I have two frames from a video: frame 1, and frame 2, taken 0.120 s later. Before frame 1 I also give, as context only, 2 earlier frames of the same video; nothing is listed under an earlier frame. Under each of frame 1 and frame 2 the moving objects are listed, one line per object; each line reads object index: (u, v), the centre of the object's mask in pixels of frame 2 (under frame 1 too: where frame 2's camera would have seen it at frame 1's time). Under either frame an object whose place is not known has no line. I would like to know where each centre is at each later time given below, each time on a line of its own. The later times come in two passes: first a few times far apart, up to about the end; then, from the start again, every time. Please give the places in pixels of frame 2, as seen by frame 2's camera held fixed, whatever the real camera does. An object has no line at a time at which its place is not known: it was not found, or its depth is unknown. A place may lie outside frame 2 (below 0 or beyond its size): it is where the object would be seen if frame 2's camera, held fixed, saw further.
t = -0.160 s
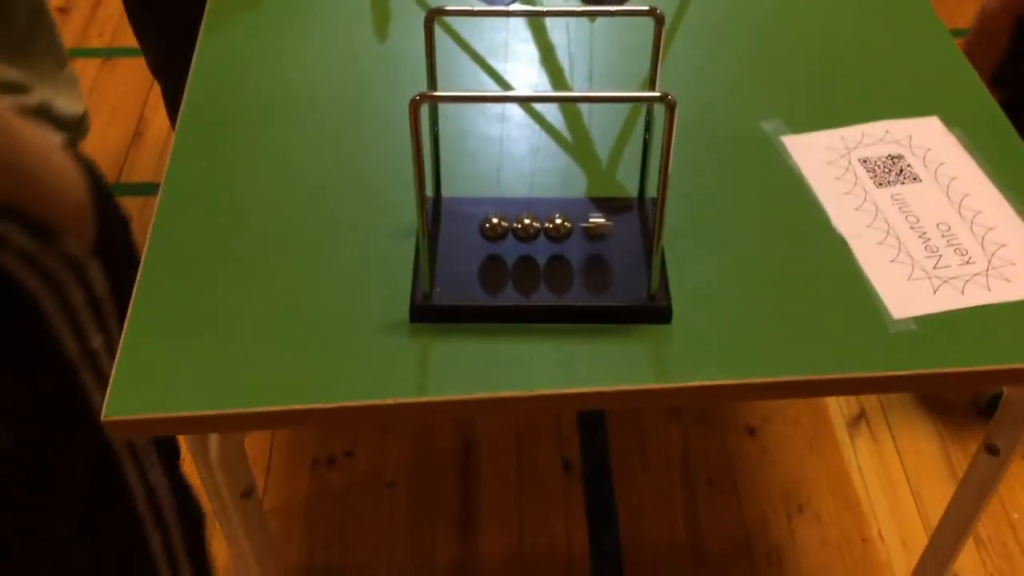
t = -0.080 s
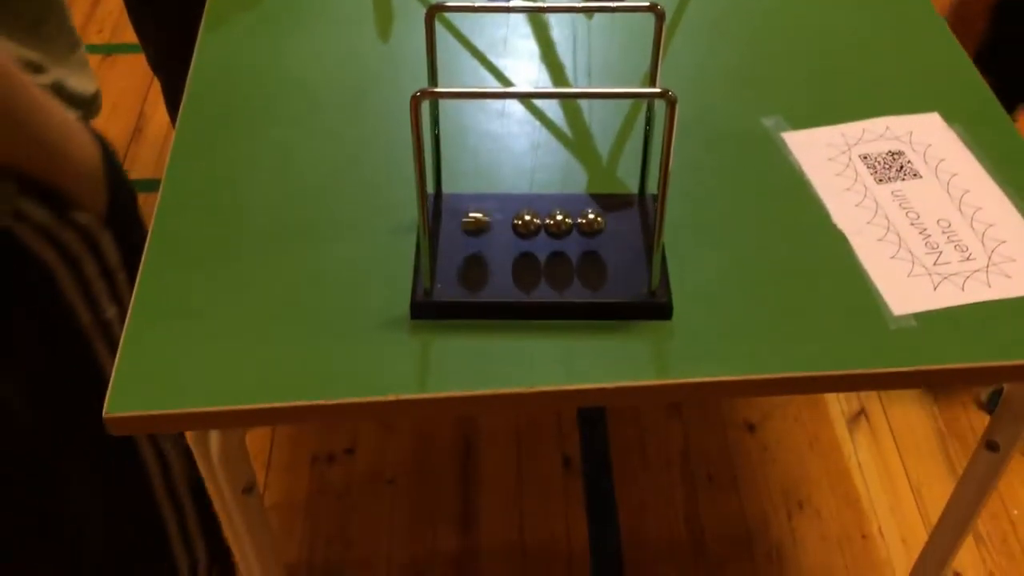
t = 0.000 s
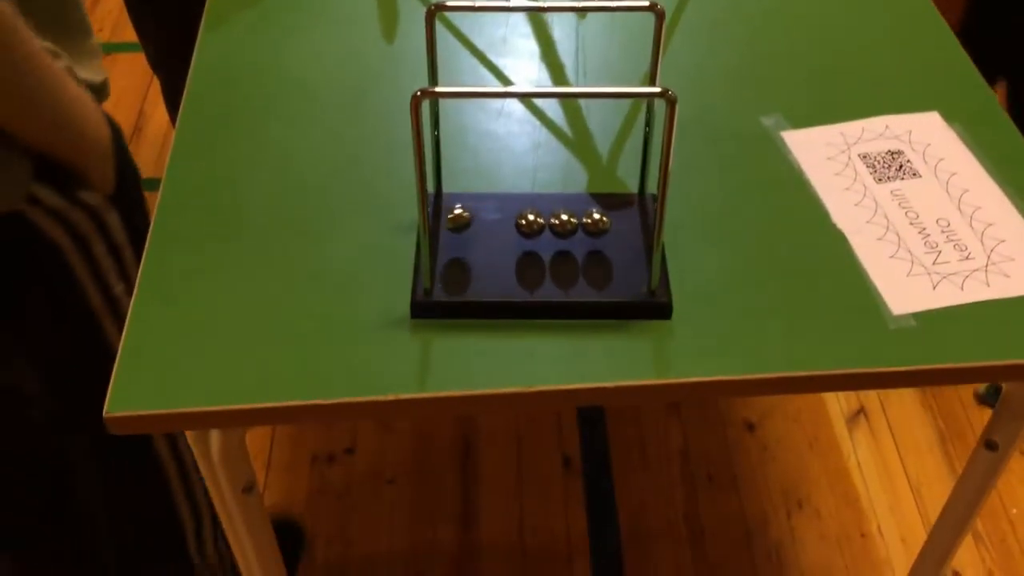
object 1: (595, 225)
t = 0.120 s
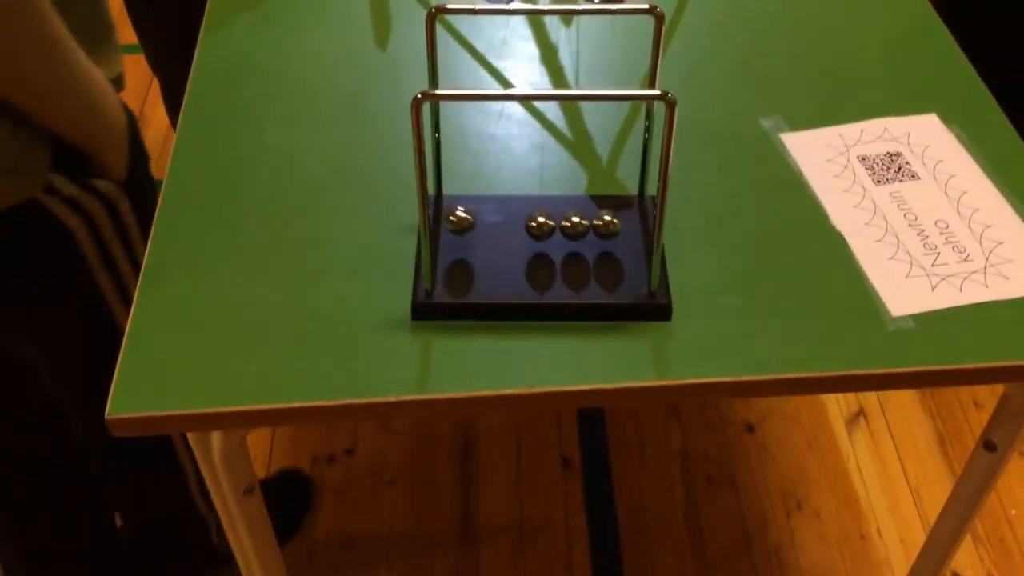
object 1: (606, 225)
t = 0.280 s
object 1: (615, 224)
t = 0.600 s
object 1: (643, 221)
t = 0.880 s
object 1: (592, 224)
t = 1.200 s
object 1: (617, 224)
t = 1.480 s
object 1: (645, 219)
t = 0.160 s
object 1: (609, 224)
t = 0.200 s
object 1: (612, 224)
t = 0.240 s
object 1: (614, 224)
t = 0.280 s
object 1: (615, 224)
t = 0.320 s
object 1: (617, 224)
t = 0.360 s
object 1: (630, 223)
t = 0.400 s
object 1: (641, 223)
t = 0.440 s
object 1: (646, 219)
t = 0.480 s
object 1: (648, 219)
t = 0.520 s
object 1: (648, 218)
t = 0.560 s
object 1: (647, 218)
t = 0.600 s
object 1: (643, 221)
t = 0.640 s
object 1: (637, 223)
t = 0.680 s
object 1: (622, 222)
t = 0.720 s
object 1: (607, 223)
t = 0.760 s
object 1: (593, 224)
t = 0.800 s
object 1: (589, 224)
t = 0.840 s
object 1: (590, 223)
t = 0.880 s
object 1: (592, 224)
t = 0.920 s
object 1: (596, 224)
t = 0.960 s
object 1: (600, 224)
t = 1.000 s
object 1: (604, 224)
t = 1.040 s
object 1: (608, 224)
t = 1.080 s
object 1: (612, 224)
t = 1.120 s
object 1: (614, 224)
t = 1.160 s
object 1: (616, 224)
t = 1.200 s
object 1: (617, 224)
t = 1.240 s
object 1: (621, 224)
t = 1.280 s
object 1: (635, 221)
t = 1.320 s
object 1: (643, 220)
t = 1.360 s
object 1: (647, 220)
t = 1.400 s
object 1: (648, 219)
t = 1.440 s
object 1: (648, 219)
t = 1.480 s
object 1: (645, 219)
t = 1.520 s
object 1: (641, 221)
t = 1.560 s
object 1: (629, 222)
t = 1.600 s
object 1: (616, 223)
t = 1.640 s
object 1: (602, 223)
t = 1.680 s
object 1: (589, 224)
